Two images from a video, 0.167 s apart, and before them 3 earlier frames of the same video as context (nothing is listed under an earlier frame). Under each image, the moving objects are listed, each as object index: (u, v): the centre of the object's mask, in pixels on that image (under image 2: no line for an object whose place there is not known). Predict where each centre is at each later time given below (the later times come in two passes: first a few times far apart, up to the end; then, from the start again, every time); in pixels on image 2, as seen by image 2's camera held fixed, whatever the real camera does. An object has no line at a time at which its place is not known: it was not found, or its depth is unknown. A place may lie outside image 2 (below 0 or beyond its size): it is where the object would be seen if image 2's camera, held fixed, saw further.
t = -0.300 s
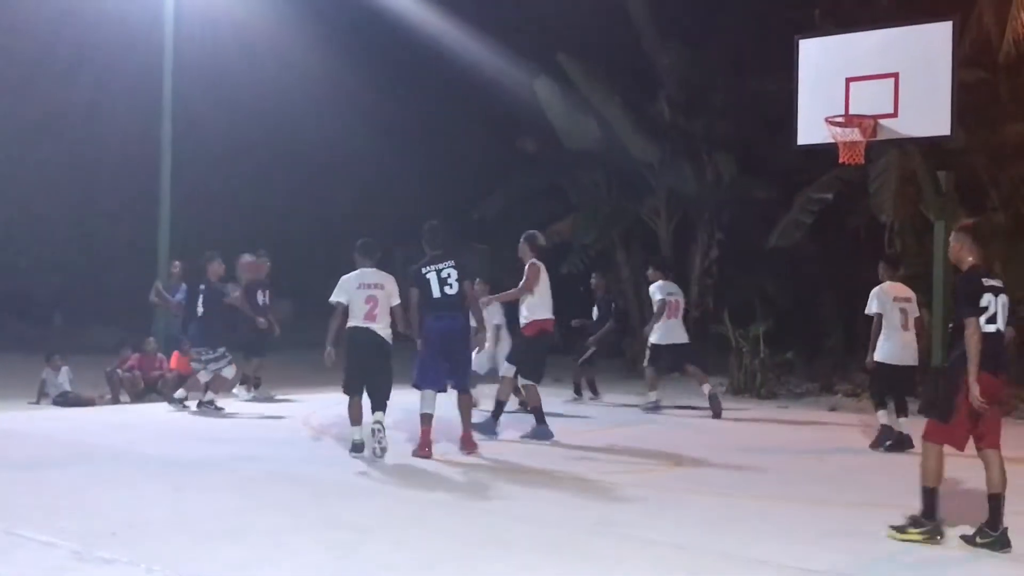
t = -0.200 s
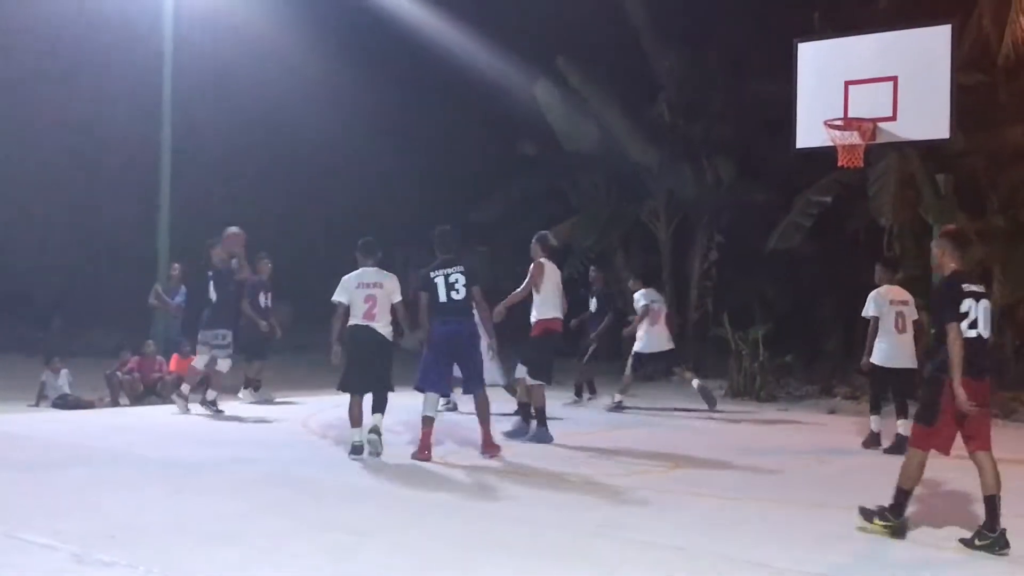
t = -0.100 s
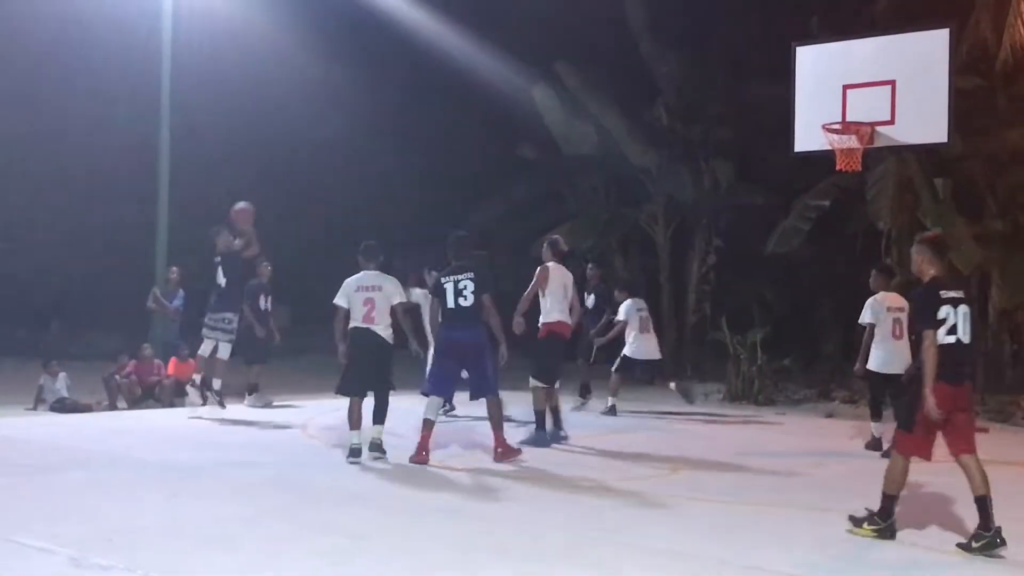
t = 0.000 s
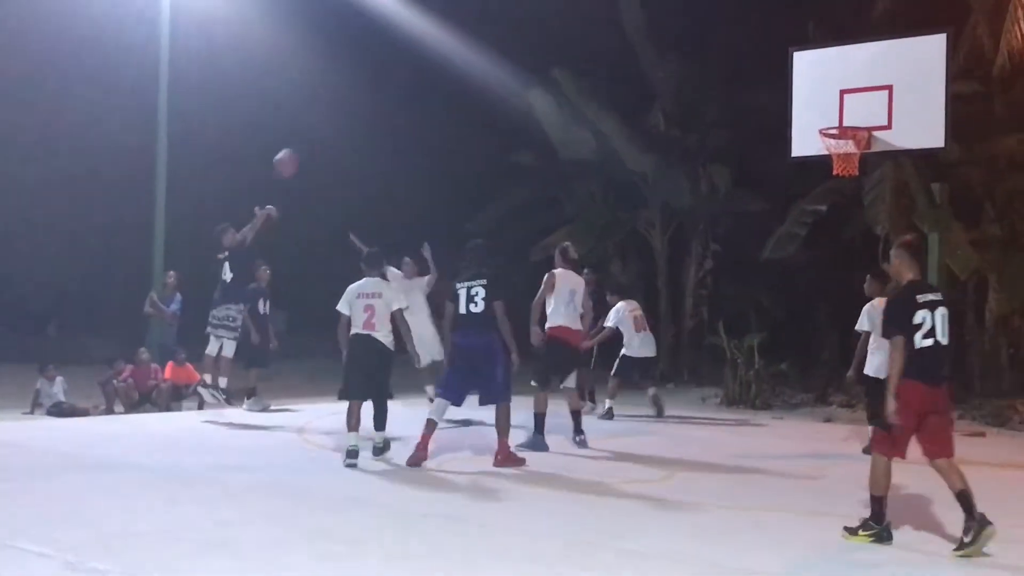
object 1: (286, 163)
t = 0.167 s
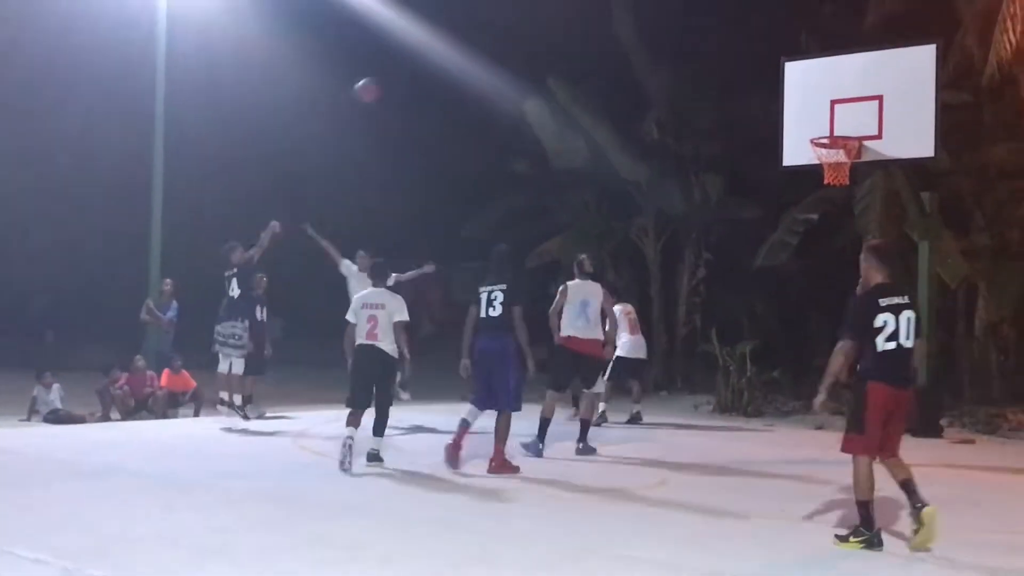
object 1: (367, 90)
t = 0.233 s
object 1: (400, 67)
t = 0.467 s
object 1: (516, 17)
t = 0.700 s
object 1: (631, 17)
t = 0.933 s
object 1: (742, 66)
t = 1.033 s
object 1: (788, 103)
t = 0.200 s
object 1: (384, 78)
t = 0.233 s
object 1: (400, 67)
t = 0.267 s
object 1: (417, 57)
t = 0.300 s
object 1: (433, 45)
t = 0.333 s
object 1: (453, 36)
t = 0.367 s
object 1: (468, 32)
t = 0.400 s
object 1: (484, 25)
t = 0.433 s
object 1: (501, 20)
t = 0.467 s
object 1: (516, 17)
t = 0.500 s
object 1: (532, 13)
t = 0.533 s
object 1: (550, 12)
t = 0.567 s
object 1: (566, 11)
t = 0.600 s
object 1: (583, 11)
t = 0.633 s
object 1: (599, 12)
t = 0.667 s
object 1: (615, 13)
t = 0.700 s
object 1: (631, 17)
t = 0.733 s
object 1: (647, 21)
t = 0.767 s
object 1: (662, 25)
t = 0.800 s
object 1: (679, 32)
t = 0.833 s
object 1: (694, 38)
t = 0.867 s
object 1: (710, 47)
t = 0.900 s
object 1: (726, 56)
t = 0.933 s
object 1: (742, 66)
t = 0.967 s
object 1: (757, 77)
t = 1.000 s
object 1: (772, 90)
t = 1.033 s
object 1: (788, 103)
